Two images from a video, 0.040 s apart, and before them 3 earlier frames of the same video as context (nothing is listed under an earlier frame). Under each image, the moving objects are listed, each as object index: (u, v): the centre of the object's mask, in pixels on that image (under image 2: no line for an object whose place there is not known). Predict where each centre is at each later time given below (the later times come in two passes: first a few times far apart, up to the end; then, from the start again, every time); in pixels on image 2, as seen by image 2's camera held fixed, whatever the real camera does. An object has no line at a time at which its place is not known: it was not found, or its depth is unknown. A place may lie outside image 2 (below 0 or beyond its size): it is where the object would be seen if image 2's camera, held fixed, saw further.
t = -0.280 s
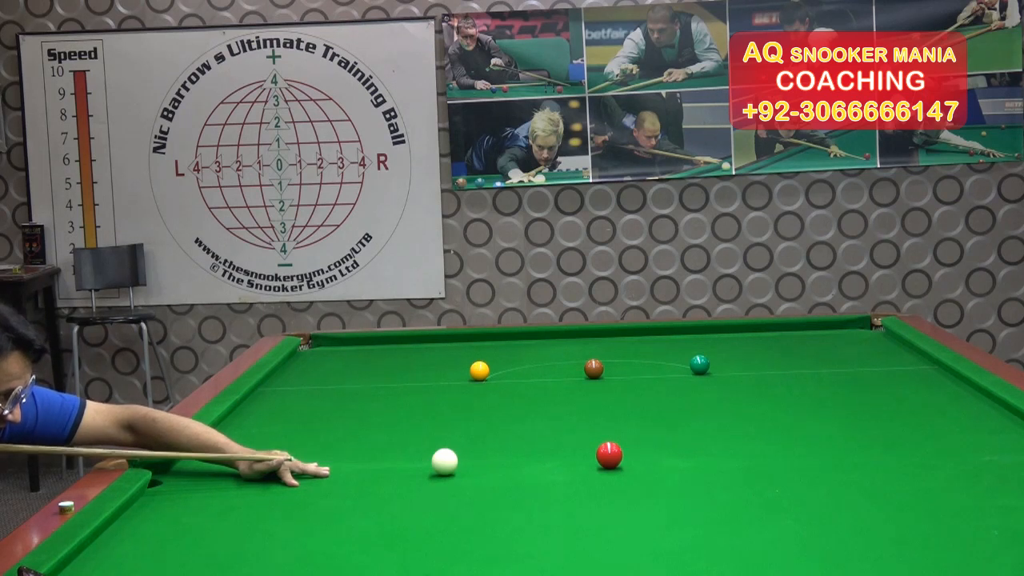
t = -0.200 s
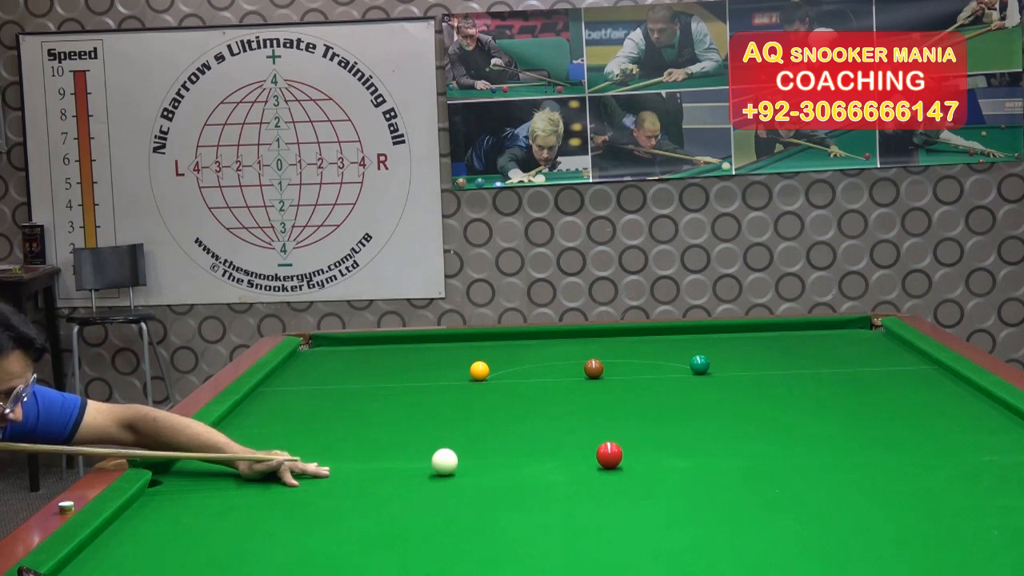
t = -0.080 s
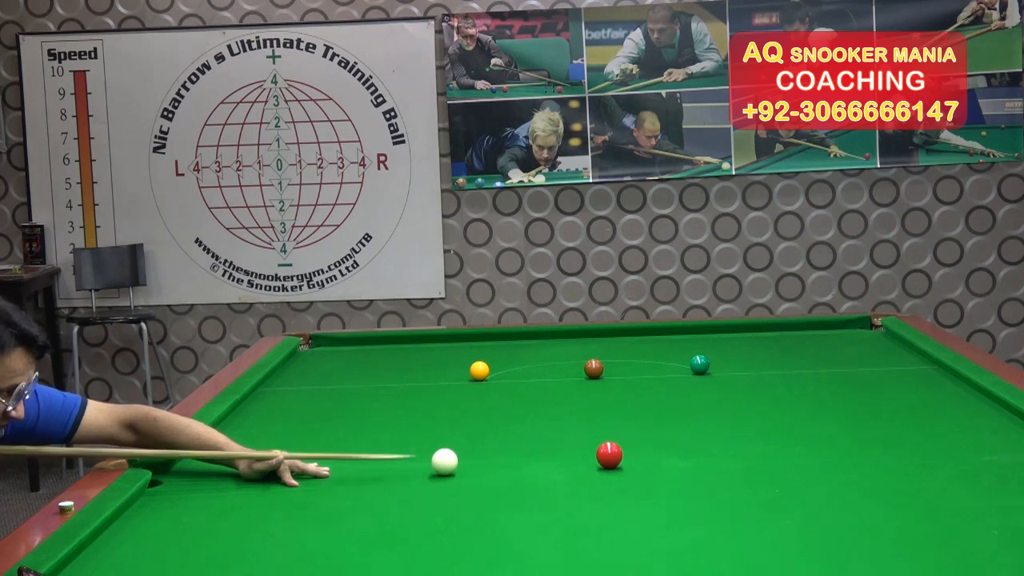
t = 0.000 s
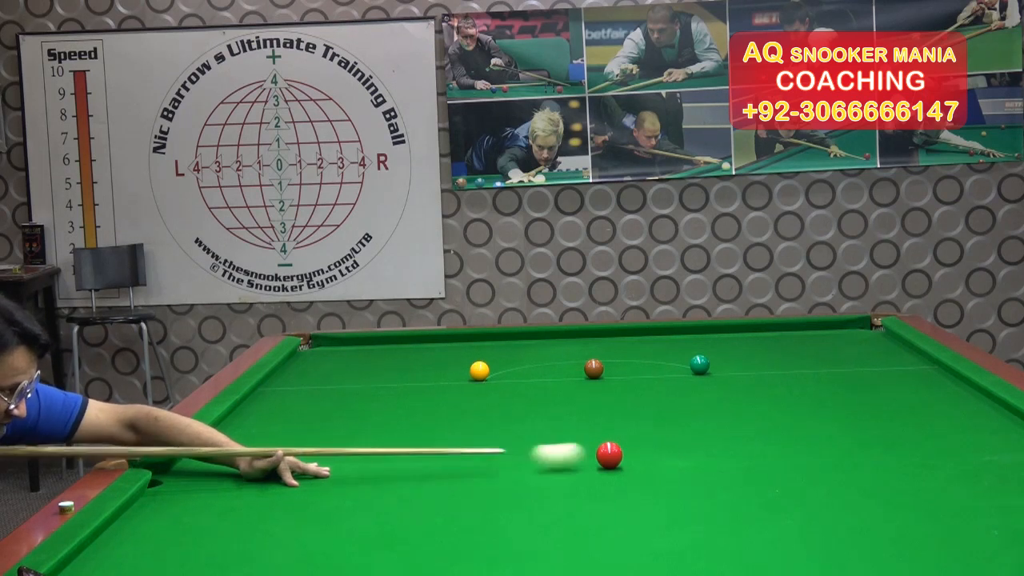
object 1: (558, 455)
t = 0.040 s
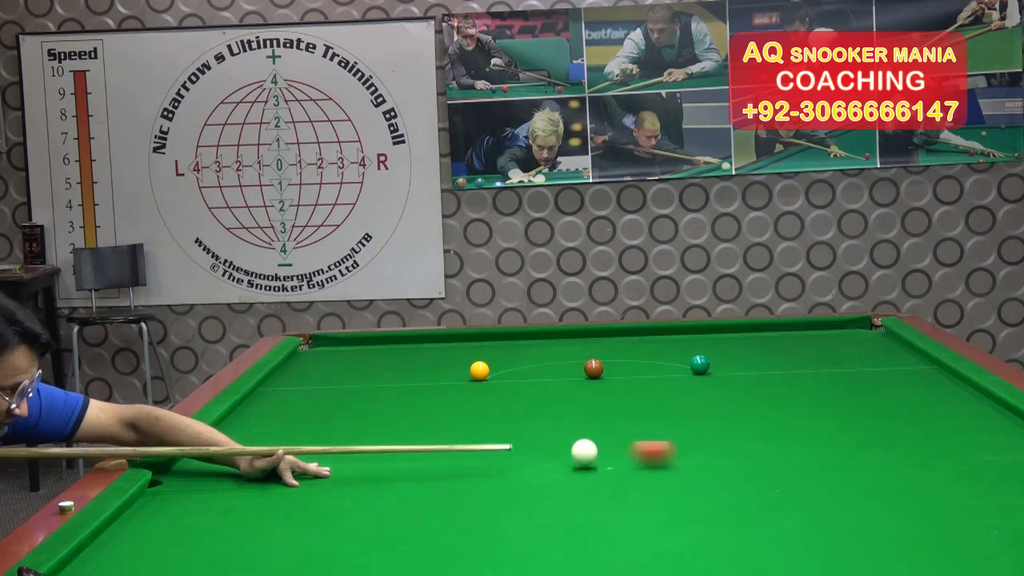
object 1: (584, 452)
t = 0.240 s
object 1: (613, 448)
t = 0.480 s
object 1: (700, 439)
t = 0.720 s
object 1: (813, 430)
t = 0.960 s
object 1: (919, 422)
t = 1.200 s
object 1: (1006, 414)
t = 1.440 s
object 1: (936, 413)
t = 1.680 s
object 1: (876, 412)
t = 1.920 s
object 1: (819, 411)
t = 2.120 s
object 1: (775, 410)
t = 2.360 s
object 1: (726, 409)
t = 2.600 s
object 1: (680, 408)
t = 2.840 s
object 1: (636, 407)
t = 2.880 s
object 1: (629, 407)
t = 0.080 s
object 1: (587, 453)
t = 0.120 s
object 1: (591, 452)
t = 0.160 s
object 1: (596, 451)
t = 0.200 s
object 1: (604, 449)
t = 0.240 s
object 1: (613, 448)
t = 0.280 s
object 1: (623, 447)
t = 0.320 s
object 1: (635, 445)
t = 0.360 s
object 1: (649, 444)
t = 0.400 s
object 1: (665, 442)
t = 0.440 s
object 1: (681, 441)
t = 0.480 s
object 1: (700, 439)
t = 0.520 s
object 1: (719, 438)
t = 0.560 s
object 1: (738, 436)
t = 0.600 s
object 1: (757, 435)
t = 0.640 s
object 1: (776, 434)
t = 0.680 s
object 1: (794, 432)
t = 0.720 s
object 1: (813, 430)
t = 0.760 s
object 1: (831, 429)
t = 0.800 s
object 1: (849, 428)
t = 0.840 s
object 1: (866, 427)
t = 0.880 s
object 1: (884, 425)
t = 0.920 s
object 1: (902, 423)
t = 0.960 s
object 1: (919, 422)
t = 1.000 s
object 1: (936, 421)
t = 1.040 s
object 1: (953, 419)
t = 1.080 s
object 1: (970, 418)
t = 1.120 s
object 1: (986, 416)
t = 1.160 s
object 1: (1003, 415)
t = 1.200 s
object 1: (1006, 414)
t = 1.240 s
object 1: (992, 414)
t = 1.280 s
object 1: (979, 414)
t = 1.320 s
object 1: (967, 414)
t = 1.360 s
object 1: (957, 414)
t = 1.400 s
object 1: (946, 413)
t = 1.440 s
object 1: (936, 413)
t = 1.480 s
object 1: (926, 413)
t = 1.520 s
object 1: (915, 413)
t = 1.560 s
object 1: (905, 413)
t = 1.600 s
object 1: (895, 412)
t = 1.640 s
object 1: (885, 412)
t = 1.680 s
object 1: (876, 412)
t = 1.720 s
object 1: (866, 411)
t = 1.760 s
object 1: (856, 412)
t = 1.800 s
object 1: (847, 411)
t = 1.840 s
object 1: (838, 411)
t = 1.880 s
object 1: (828, 411)
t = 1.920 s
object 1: (819, 411)
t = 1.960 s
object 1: (810, 410)
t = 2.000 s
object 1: (802, 410)
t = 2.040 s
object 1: (793, 410)
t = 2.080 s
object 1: (784, 410)
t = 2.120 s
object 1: (775, 410)
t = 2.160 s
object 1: (767, 409)
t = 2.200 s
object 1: (759, 410)
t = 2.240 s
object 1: (750, 409)
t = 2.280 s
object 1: (742, 409)
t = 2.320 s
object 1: (734, 409)
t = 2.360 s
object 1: (726, 409)
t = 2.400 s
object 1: (718, 409)
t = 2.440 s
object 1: (710, 408)
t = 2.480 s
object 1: (702, 408)
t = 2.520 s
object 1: (695, 408)
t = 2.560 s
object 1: (687, 408)
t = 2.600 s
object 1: (680, 408)
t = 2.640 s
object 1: (672, 408)
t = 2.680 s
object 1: (665, 408)
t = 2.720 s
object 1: (658, 408)
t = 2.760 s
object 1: (650, 407)
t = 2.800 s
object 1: (643, 407)
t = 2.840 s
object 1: (636, 407)
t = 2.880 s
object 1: (629, 407)
